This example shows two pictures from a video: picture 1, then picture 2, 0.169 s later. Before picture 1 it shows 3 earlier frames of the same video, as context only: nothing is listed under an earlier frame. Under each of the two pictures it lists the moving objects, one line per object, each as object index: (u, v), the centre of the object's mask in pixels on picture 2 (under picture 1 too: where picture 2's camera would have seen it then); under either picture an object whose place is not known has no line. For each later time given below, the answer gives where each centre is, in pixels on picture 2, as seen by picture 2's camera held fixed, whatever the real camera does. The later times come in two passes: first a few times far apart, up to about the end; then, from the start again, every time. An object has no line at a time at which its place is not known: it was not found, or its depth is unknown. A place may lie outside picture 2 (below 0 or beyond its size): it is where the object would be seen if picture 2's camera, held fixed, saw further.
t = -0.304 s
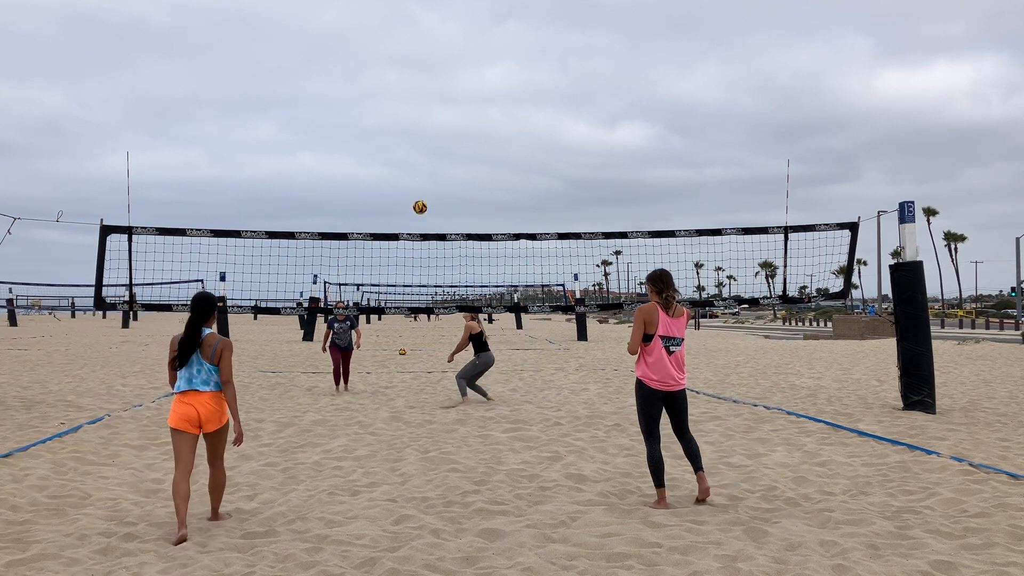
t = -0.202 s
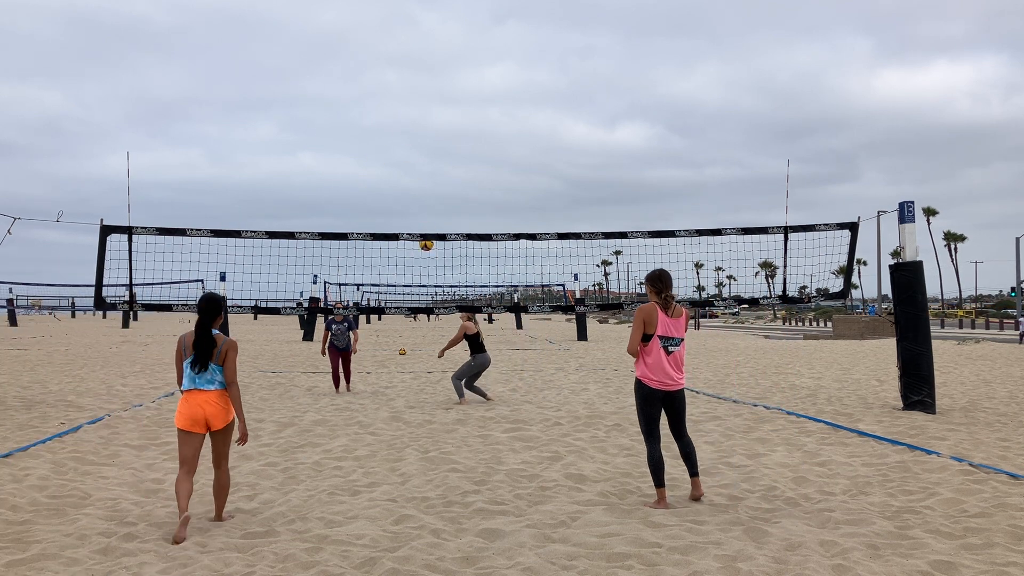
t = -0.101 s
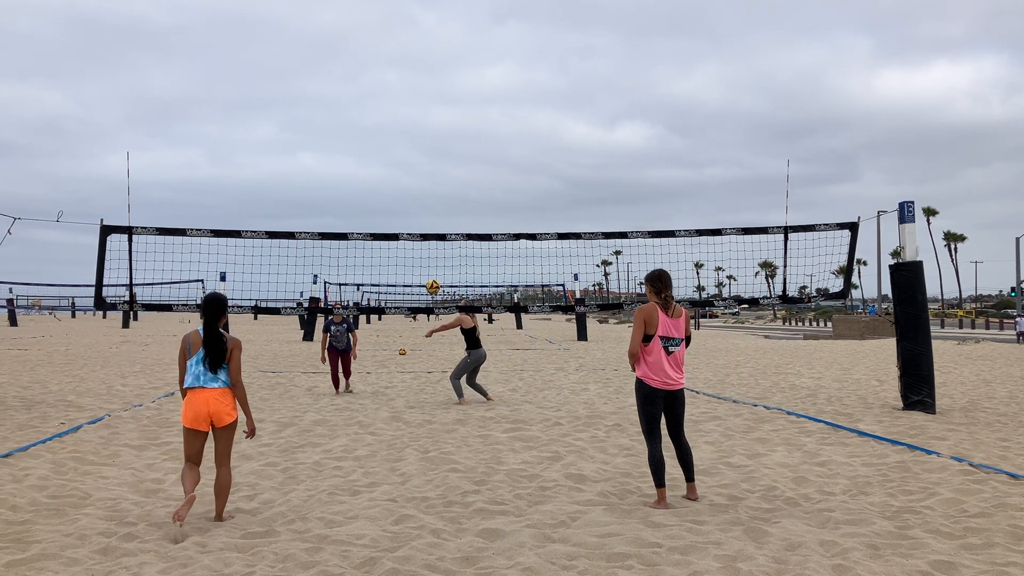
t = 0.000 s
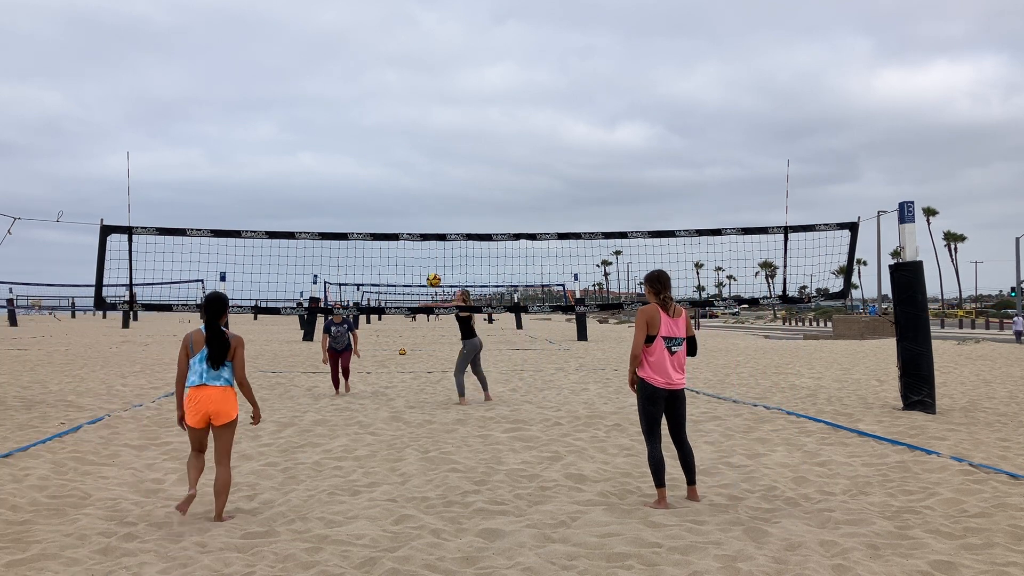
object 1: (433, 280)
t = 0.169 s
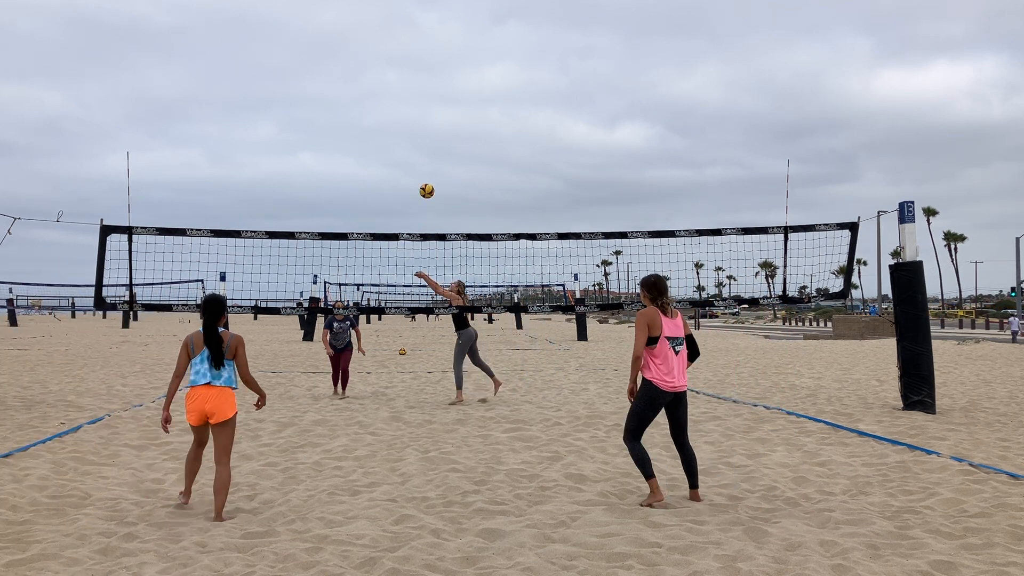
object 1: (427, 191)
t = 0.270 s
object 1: (424, 147)
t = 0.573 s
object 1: (417, 55)
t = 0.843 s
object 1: (413, 28)
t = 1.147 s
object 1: (411, 59)
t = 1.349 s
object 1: (411, 119)
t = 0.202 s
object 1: (426, 175)
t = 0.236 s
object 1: (425, 161)
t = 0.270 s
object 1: (424, 147)
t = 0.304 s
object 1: (423, 133)
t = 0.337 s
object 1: (422, 121)
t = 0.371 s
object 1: (421, 110)
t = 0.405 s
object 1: (420, 98)
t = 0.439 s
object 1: (420, 88)
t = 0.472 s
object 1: (419, 79)
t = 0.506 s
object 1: (419, 70)
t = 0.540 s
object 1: (418, 62)
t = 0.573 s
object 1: (417, 55)
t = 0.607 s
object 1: (417, 49)
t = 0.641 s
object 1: (416, 44)
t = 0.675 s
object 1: (415, 39)
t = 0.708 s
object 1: (415, 35)
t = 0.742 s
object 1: (414, 32)
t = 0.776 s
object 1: (414, 30)
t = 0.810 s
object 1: (413, 28)
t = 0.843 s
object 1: (413, 28)
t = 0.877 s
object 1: (413, 28)
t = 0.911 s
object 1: (412, 29)
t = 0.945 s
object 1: (412, 30)
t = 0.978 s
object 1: (412, 33)
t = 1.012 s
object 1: (411, 37)
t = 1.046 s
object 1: (411, 41)
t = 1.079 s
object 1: (411, 46)
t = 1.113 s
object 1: (411, 52)
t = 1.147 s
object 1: (411, 59)
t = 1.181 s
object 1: (411, 67)
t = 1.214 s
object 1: (411, 76)
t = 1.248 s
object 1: (411, 85)
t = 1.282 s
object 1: (411, 96)
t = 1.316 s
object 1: (411, 107)
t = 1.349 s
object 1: (411, 119)
